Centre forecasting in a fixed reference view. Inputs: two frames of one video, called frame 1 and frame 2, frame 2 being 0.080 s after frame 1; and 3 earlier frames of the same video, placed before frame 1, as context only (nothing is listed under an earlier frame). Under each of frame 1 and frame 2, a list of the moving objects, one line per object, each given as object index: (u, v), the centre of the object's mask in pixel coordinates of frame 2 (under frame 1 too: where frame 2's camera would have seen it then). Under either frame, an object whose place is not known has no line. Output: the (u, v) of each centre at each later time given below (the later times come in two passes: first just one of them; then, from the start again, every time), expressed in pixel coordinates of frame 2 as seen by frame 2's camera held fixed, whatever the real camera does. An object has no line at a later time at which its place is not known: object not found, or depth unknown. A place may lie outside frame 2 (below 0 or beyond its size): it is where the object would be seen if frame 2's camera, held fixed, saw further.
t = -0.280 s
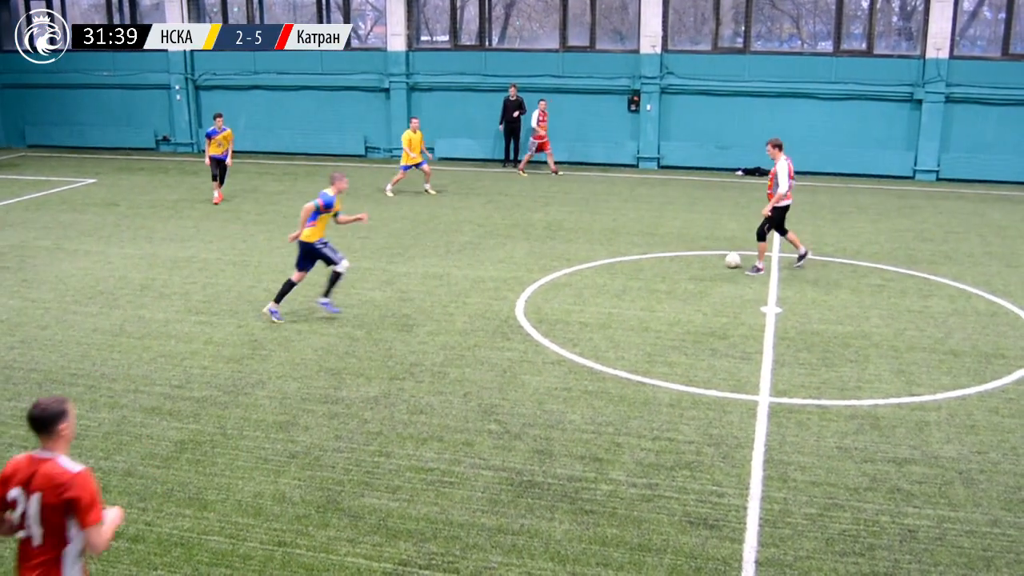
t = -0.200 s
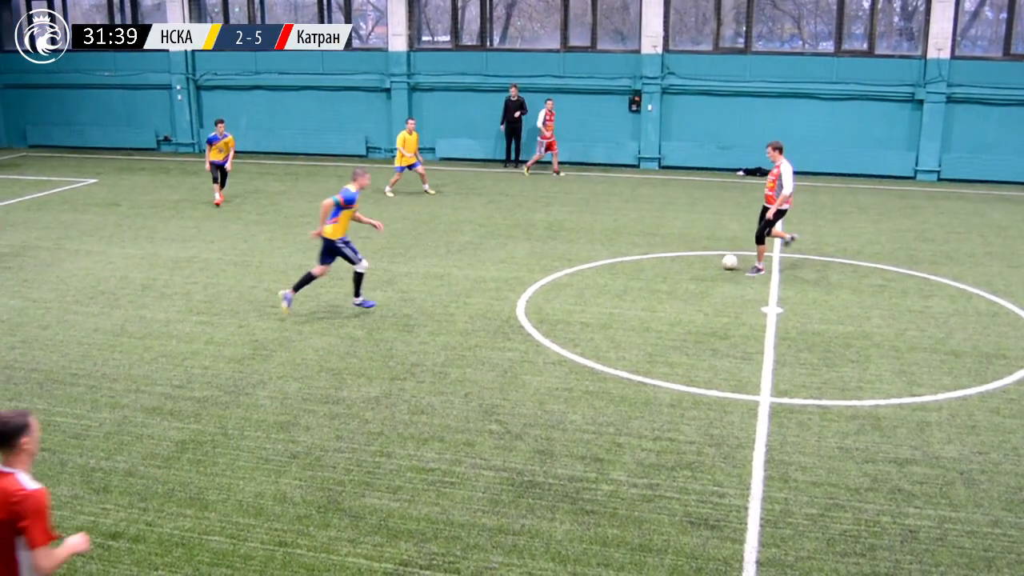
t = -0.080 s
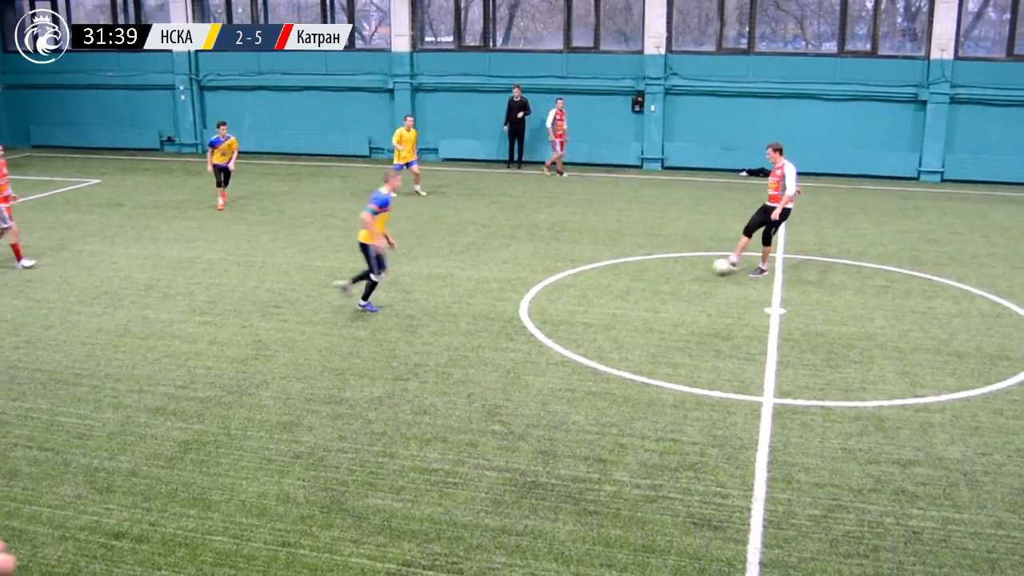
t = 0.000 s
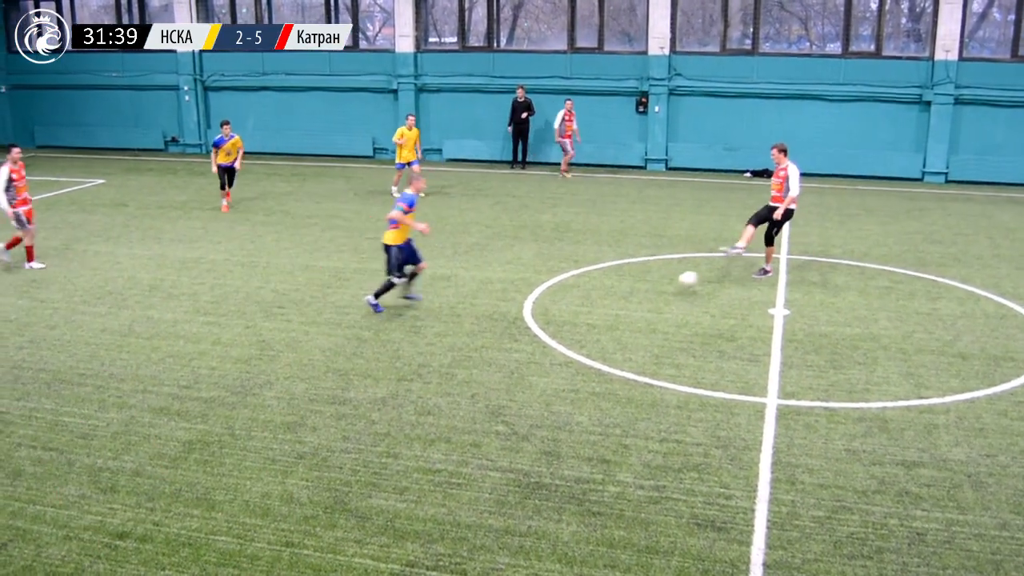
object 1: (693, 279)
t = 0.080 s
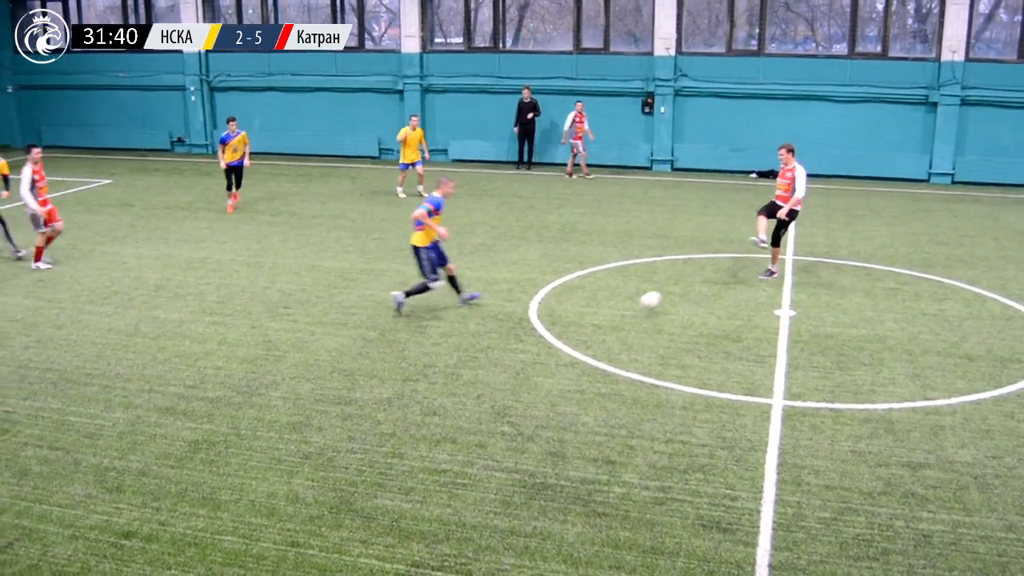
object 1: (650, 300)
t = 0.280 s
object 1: (529, 363)
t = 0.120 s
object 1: (627, 314)
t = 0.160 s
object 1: (603, 329)
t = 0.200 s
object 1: (579, 339)
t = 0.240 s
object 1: (555, 350)
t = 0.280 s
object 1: (529, 363)
